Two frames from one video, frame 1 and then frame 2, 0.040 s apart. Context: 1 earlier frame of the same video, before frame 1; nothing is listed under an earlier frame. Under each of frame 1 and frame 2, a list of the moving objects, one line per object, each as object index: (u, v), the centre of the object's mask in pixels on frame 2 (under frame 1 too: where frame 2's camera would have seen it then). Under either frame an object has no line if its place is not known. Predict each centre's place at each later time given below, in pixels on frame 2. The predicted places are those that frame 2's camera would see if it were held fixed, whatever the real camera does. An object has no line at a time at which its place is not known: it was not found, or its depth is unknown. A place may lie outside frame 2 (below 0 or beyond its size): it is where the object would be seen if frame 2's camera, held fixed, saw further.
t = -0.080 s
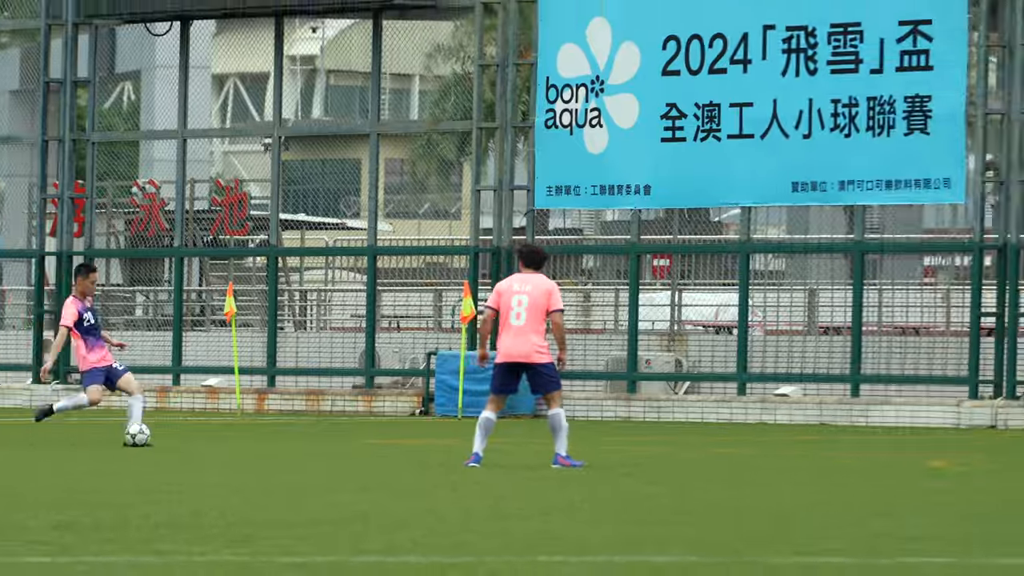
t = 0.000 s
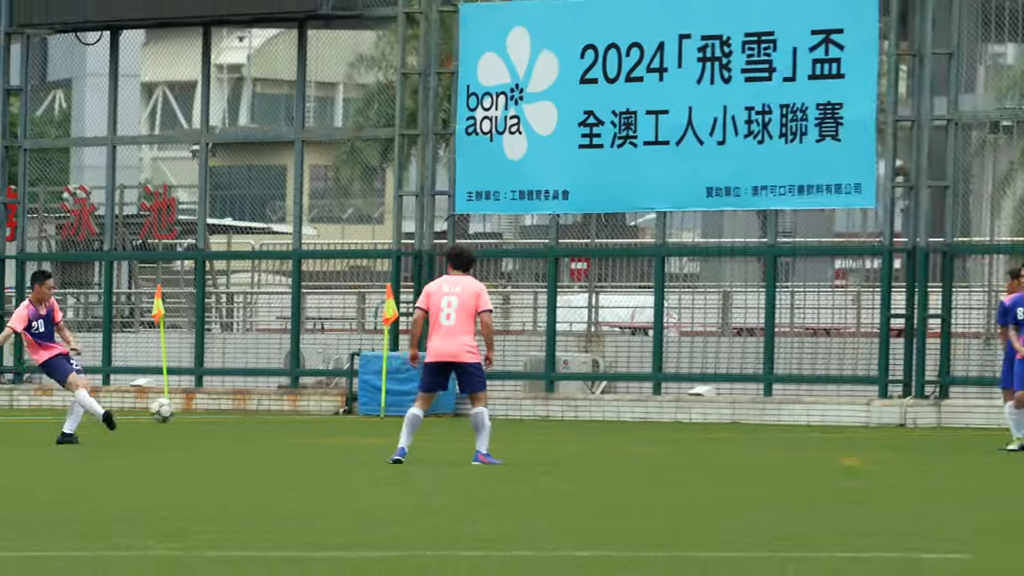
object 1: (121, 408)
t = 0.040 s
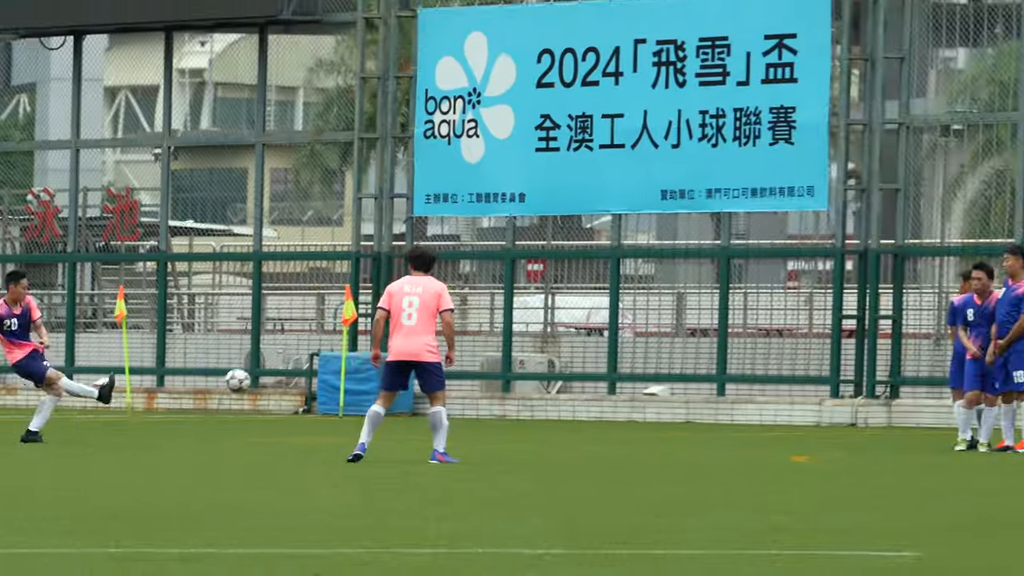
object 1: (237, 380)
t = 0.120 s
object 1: (466, 326)
